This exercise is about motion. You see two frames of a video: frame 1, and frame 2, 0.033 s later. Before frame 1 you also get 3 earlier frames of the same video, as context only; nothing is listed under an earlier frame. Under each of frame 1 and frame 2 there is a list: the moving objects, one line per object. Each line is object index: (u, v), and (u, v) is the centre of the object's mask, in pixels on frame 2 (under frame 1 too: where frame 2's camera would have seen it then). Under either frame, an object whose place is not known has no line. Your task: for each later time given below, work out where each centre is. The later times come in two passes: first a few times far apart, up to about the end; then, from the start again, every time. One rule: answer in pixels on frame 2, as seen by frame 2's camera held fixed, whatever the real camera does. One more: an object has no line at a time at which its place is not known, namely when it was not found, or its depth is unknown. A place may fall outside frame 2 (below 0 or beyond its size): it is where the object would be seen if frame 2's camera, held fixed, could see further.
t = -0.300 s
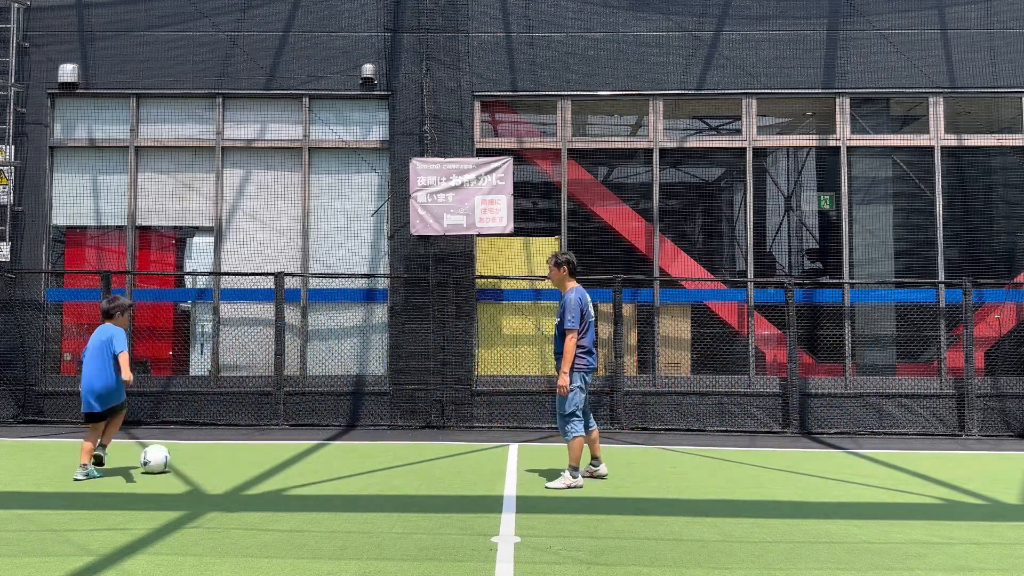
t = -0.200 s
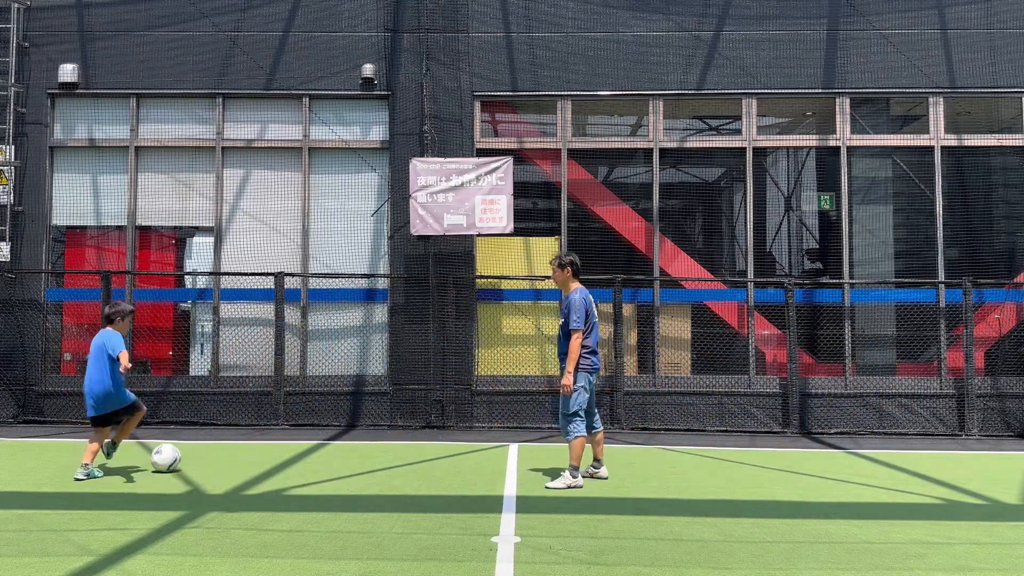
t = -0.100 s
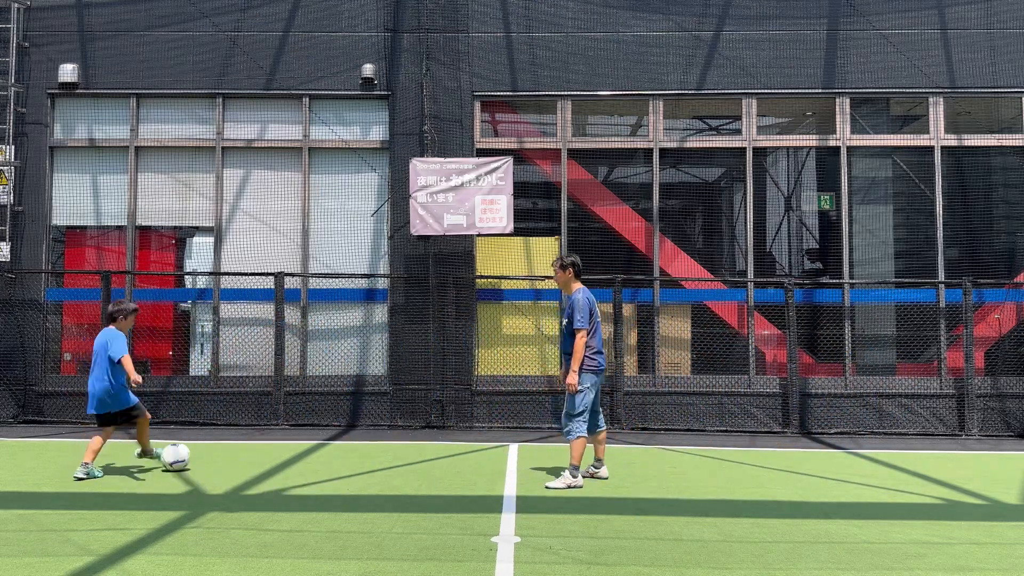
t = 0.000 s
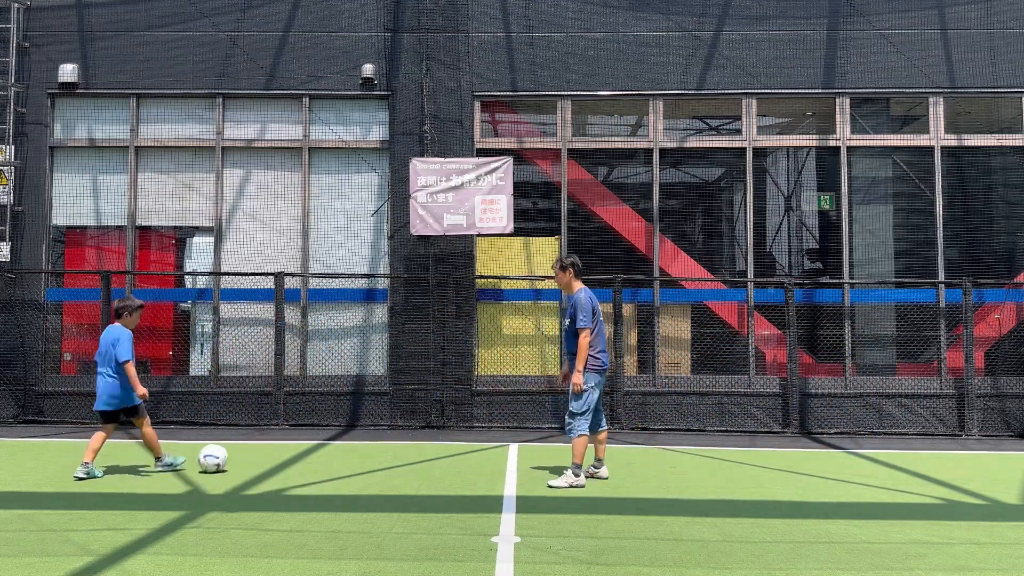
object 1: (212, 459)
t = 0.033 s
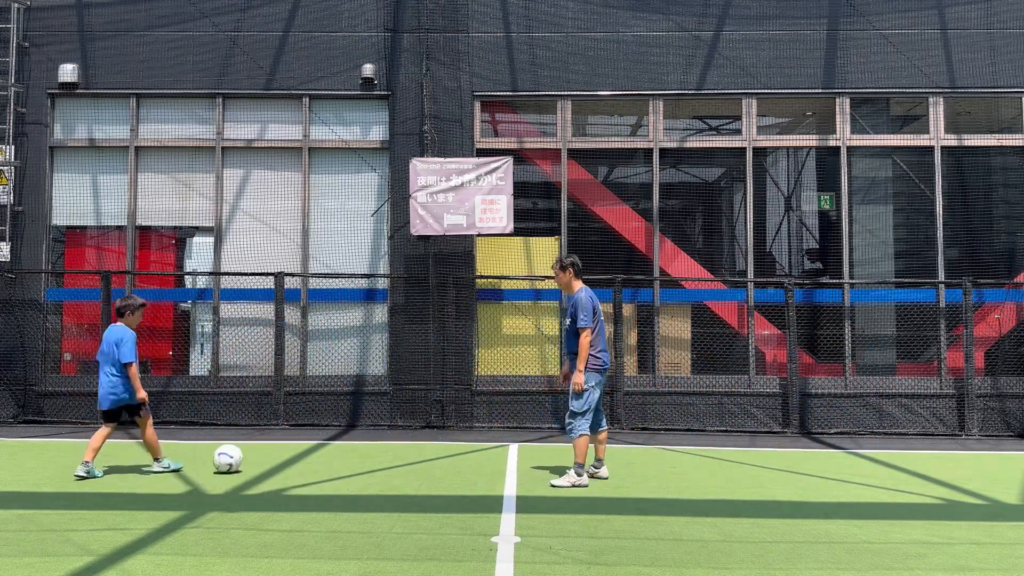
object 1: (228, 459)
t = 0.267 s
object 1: (318, 461)
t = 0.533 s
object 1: (400, 463)
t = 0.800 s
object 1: (478, 464)
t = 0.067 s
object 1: (242, 460)
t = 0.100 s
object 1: (255, 460)
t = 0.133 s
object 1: (269, 460)
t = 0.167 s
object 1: (282, 461)
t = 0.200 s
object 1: (295, 461)
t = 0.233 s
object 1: (307, 462)
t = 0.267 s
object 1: (318, 461)
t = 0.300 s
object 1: (330, 462)
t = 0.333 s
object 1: (341, 462)
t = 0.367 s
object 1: (351, 461)
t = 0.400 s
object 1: (361, 462)
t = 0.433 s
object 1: (371, 463)
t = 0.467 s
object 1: (380, 462)
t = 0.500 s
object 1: (390, 462)
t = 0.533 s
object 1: (400, 463)
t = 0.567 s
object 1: (410, 463)
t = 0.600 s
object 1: (420, 463)
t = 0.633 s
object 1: (430, 463)
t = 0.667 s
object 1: (440, 463)
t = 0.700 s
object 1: (449, 463)
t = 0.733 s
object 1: (459, 463)
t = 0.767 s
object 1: (468, 463)
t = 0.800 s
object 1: (478, 464)
